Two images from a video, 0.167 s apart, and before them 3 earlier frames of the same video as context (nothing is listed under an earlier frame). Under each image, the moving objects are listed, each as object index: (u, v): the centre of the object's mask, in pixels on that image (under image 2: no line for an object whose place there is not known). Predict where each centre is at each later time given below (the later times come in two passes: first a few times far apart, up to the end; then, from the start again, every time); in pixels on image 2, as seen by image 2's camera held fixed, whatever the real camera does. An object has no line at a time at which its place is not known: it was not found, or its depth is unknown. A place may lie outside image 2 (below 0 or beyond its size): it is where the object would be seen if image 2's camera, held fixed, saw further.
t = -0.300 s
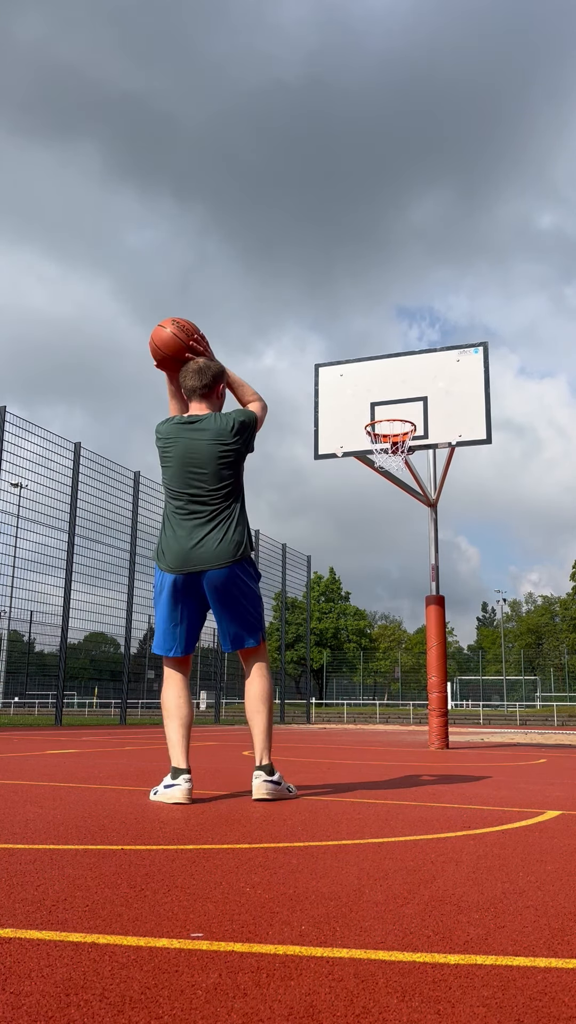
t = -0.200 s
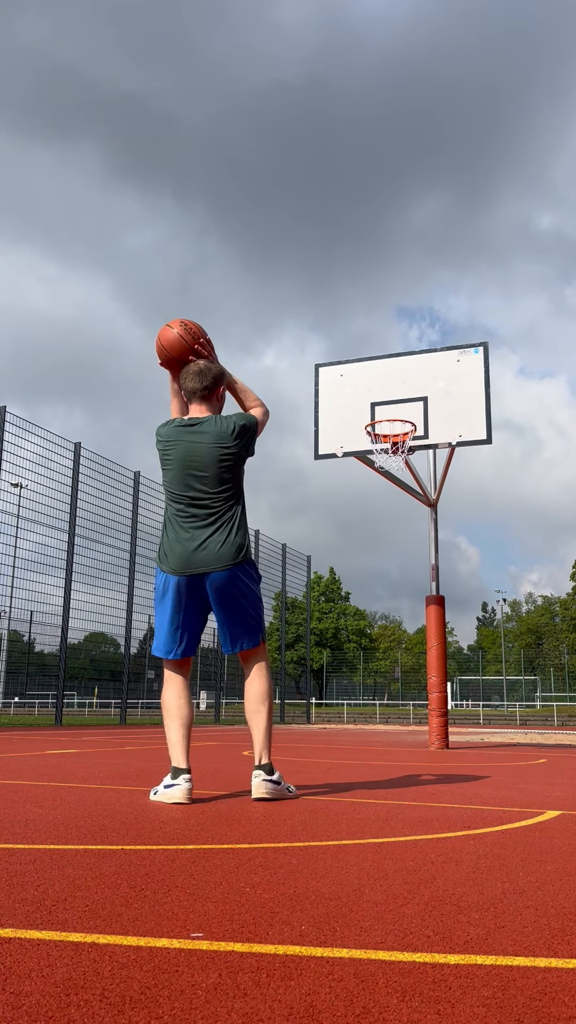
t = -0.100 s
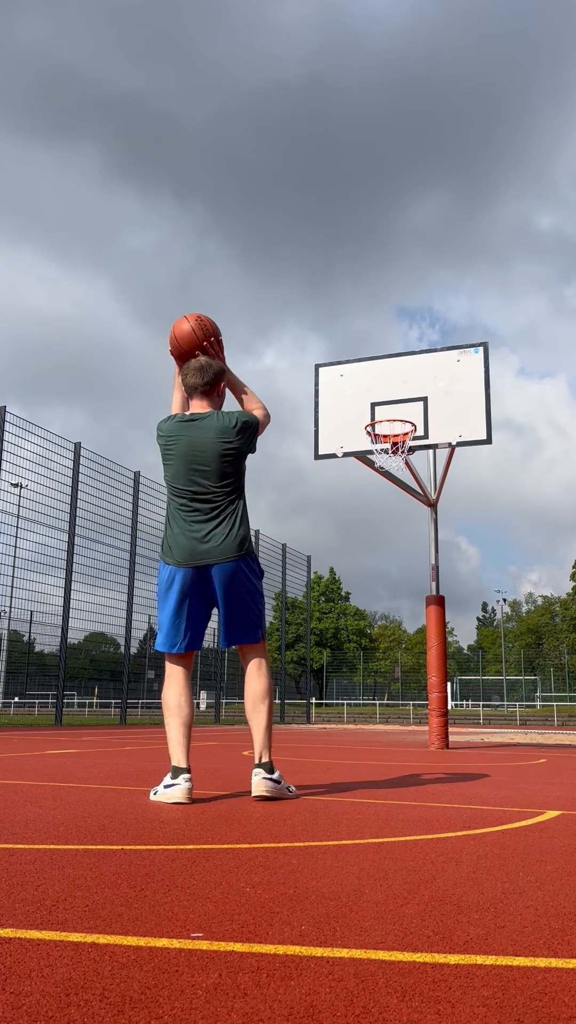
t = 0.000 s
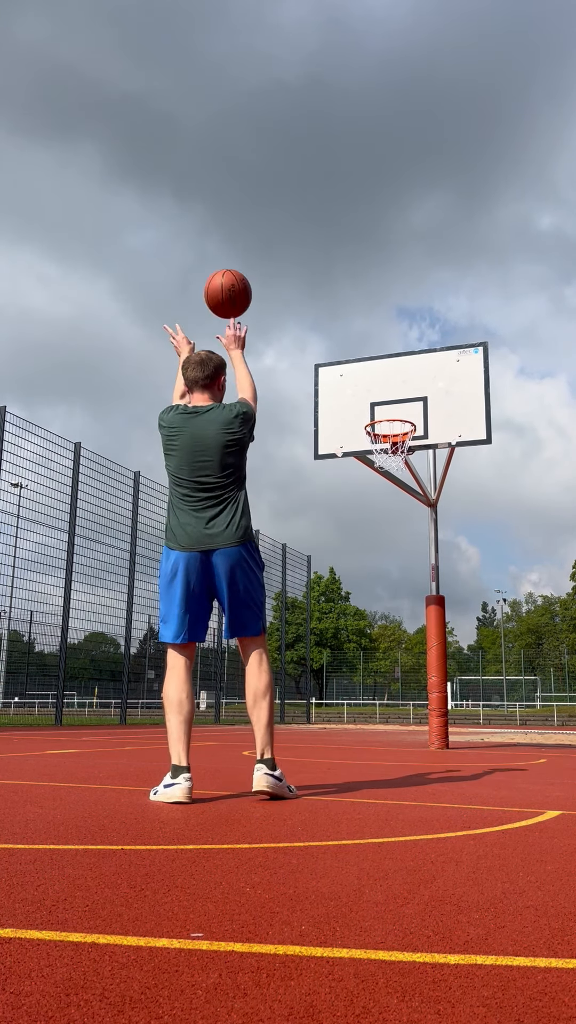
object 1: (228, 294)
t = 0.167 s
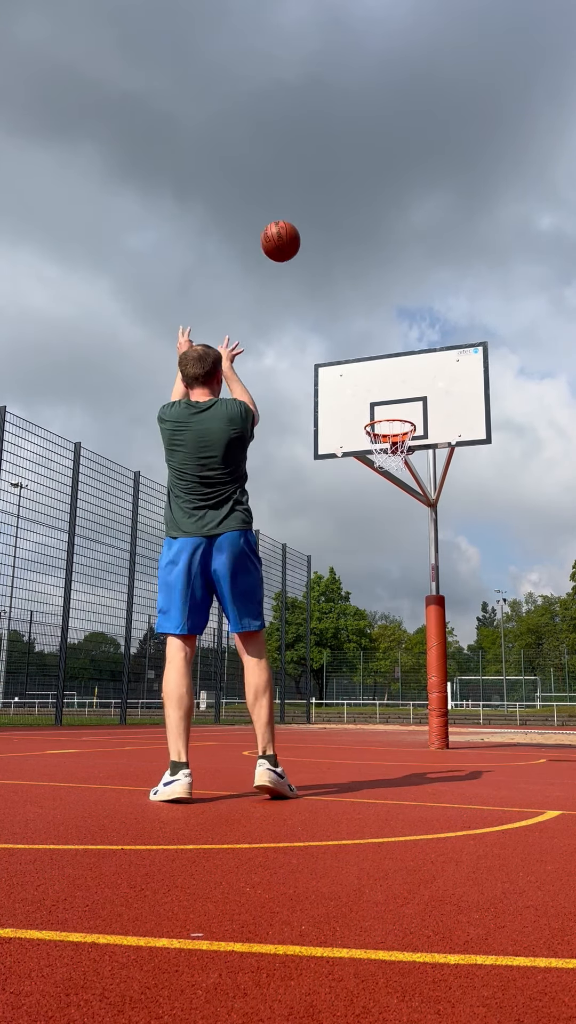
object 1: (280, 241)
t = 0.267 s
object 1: (303, 236)
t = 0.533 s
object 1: (347, 280)
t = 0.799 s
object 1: (377, 378)
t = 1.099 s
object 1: (378, 446)
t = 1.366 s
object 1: (405, 538)
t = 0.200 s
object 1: (289, 237)
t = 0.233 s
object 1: (297, 236)
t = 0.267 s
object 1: (303, 236)
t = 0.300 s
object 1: (310, 237)
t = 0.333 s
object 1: (316, 240)
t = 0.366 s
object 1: (322, 244)
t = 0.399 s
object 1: (328, 249)
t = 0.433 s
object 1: (333, 256)
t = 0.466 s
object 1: (338, 263)
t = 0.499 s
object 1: (343, 271)
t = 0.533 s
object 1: (347, 280)
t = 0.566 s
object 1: (352, 290)
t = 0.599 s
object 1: (356, 300)
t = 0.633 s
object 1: (359, 312)
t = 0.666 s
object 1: (363, 324)
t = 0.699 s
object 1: (367, 336)
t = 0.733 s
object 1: (370, 350)
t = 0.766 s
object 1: (373, 364)
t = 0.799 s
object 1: (377, 378)
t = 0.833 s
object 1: (380, 393)
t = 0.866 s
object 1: (383, 409)
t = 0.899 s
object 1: (385, 428)
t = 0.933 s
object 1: (391, 428)
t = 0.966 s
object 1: (397, 426)
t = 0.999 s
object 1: (389, 431)
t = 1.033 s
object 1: (379, 435)
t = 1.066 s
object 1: (377, 440)
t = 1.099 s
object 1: (378, 446)
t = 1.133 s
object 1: (383, 457)
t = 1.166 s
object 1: (386, 464)
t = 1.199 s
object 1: (389, 474)
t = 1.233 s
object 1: (392, 485)
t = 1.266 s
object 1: (395, 496)
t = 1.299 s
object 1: (398, 509)
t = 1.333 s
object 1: (402, 523)
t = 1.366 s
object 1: (405, 538)
